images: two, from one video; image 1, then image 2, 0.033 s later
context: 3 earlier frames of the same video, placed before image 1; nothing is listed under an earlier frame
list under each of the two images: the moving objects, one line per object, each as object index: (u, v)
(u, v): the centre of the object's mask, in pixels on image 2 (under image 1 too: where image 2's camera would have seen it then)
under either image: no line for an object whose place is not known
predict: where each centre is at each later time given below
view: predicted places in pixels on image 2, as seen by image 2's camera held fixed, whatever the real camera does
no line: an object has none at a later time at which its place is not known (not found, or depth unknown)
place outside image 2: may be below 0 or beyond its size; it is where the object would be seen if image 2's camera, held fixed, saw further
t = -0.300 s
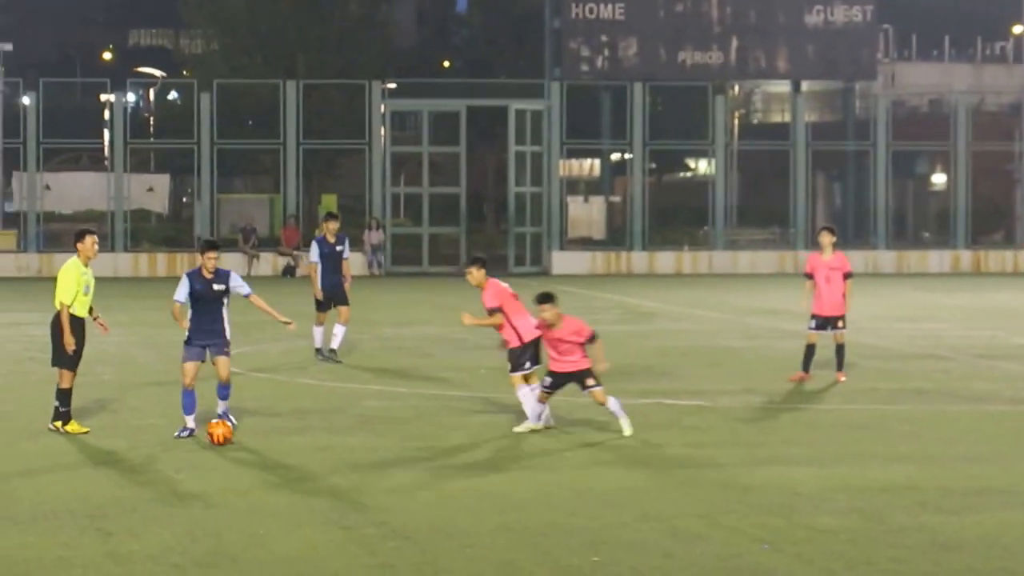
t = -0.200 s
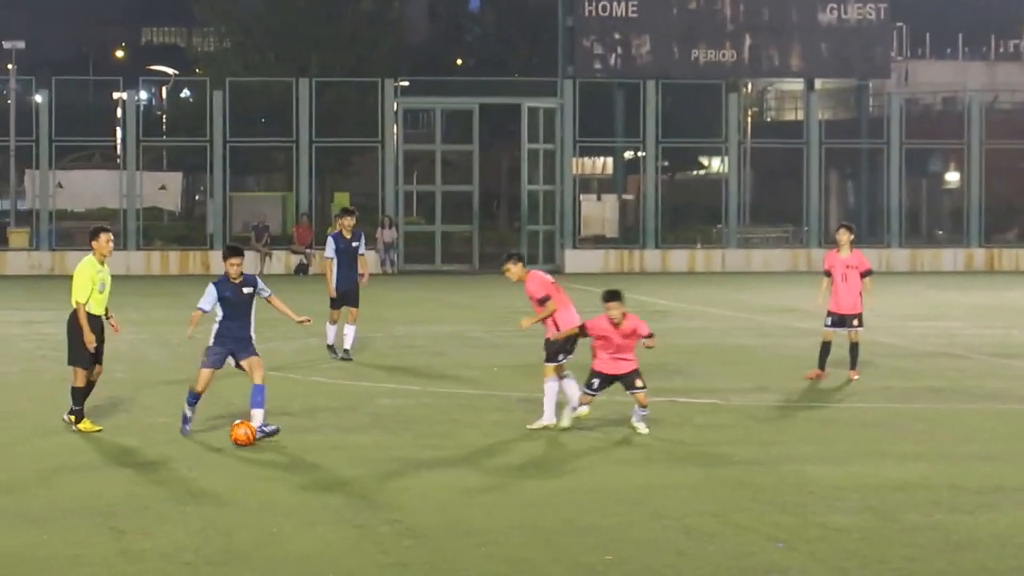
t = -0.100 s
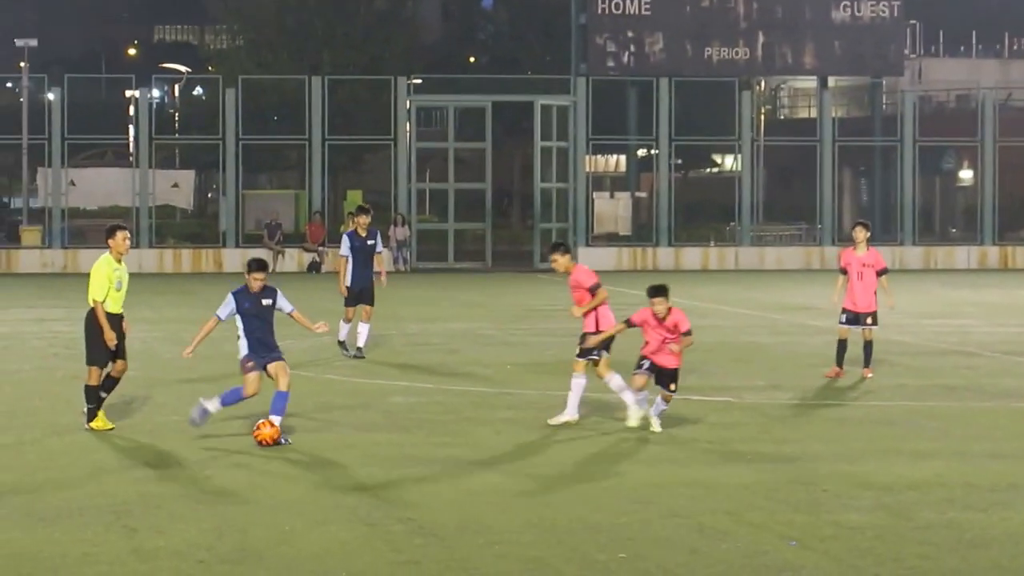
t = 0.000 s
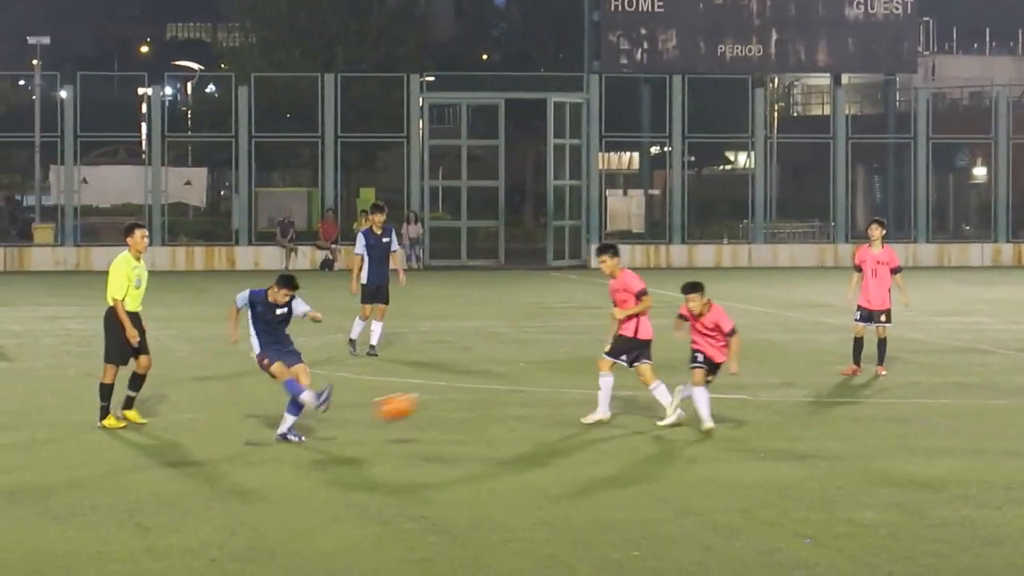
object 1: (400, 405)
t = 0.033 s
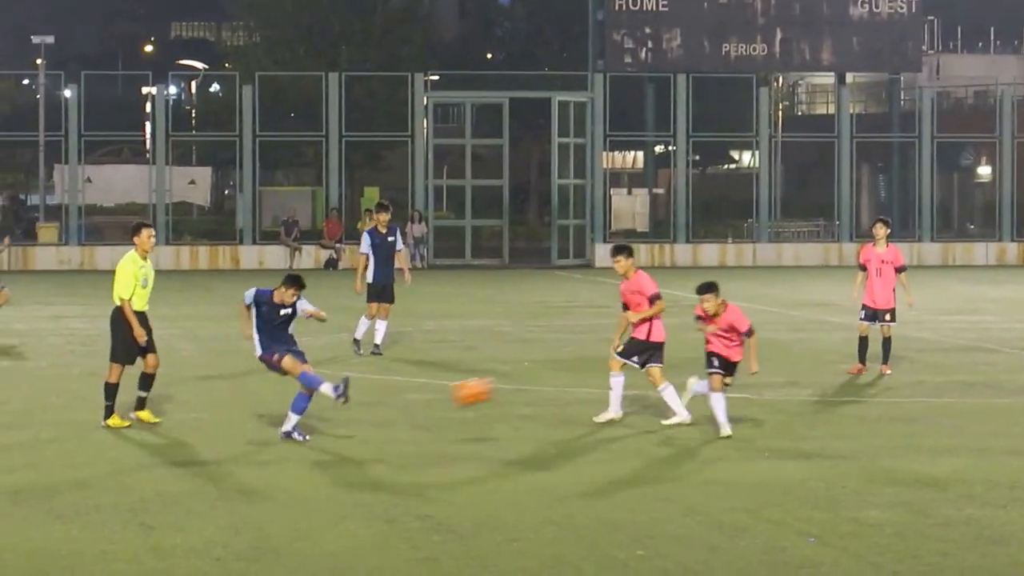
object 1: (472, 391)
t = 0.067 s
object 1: (544, 378)
